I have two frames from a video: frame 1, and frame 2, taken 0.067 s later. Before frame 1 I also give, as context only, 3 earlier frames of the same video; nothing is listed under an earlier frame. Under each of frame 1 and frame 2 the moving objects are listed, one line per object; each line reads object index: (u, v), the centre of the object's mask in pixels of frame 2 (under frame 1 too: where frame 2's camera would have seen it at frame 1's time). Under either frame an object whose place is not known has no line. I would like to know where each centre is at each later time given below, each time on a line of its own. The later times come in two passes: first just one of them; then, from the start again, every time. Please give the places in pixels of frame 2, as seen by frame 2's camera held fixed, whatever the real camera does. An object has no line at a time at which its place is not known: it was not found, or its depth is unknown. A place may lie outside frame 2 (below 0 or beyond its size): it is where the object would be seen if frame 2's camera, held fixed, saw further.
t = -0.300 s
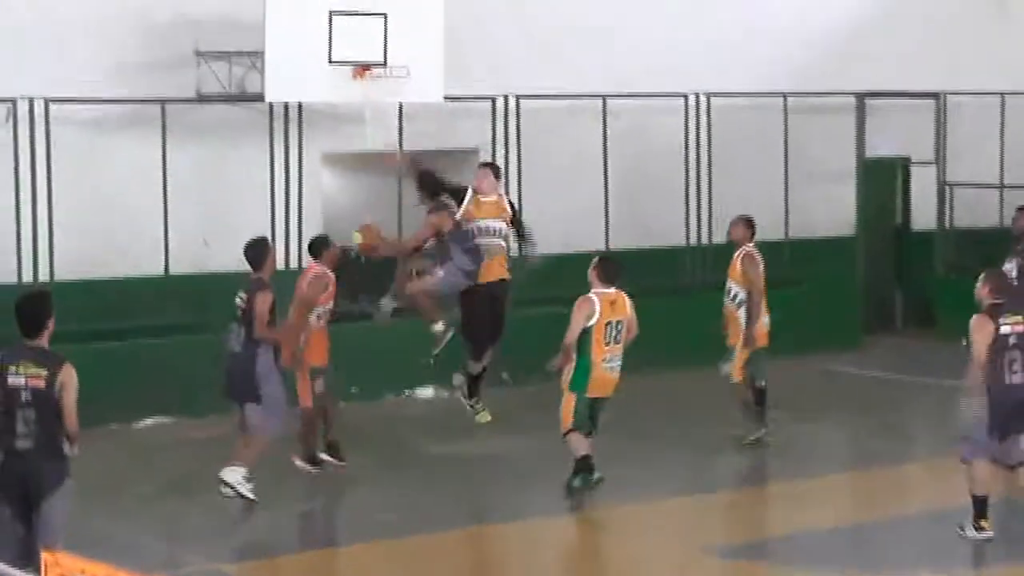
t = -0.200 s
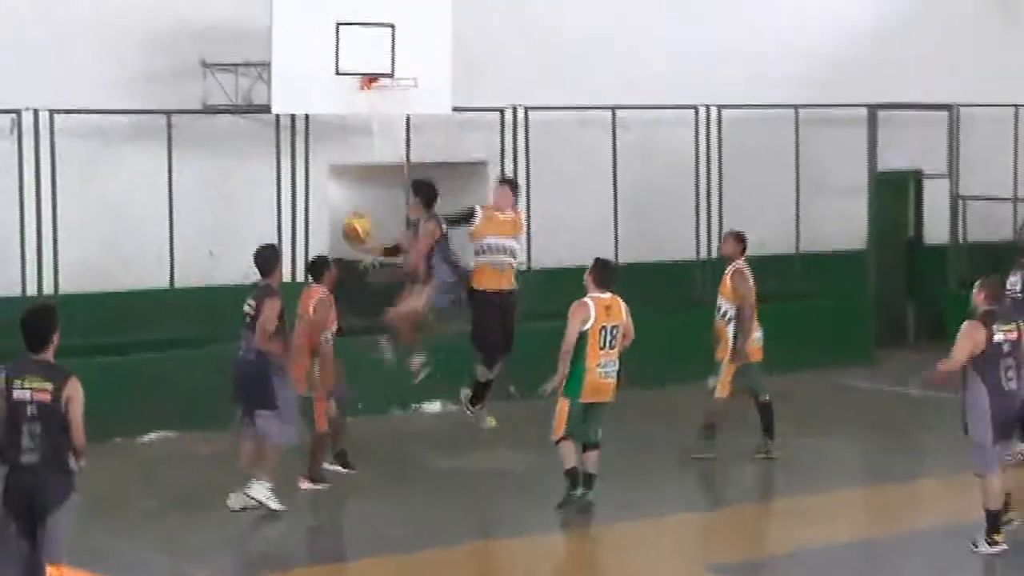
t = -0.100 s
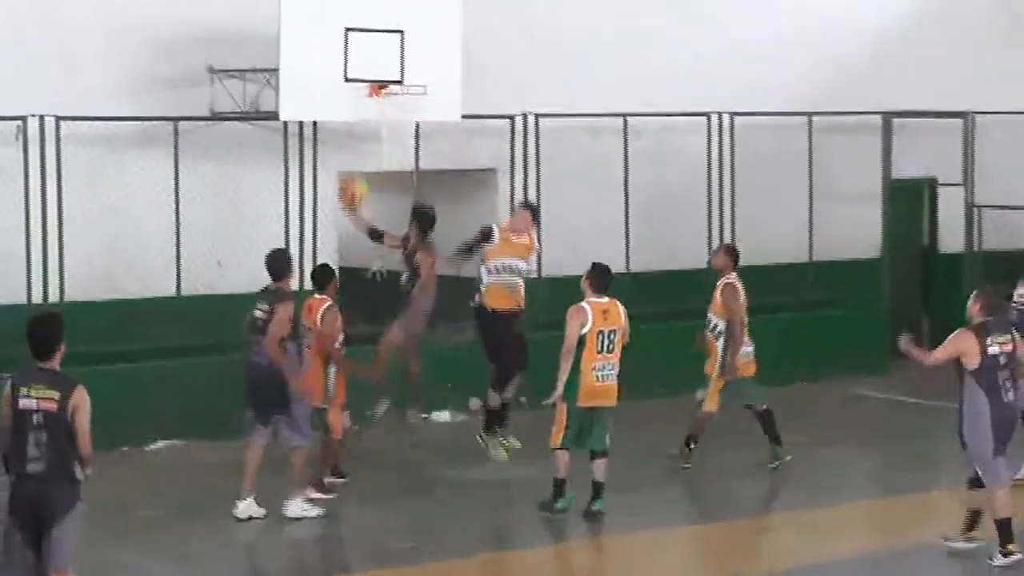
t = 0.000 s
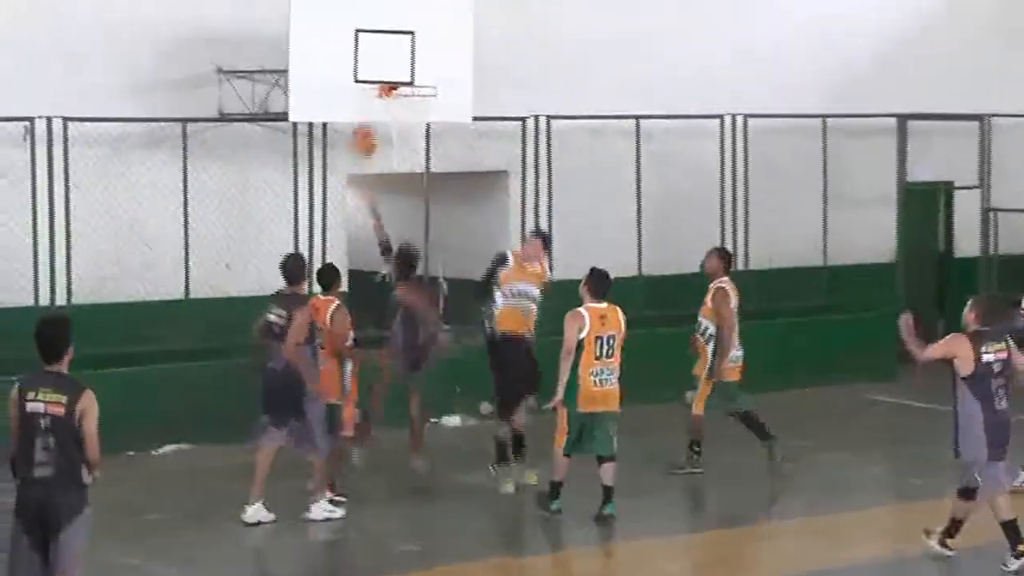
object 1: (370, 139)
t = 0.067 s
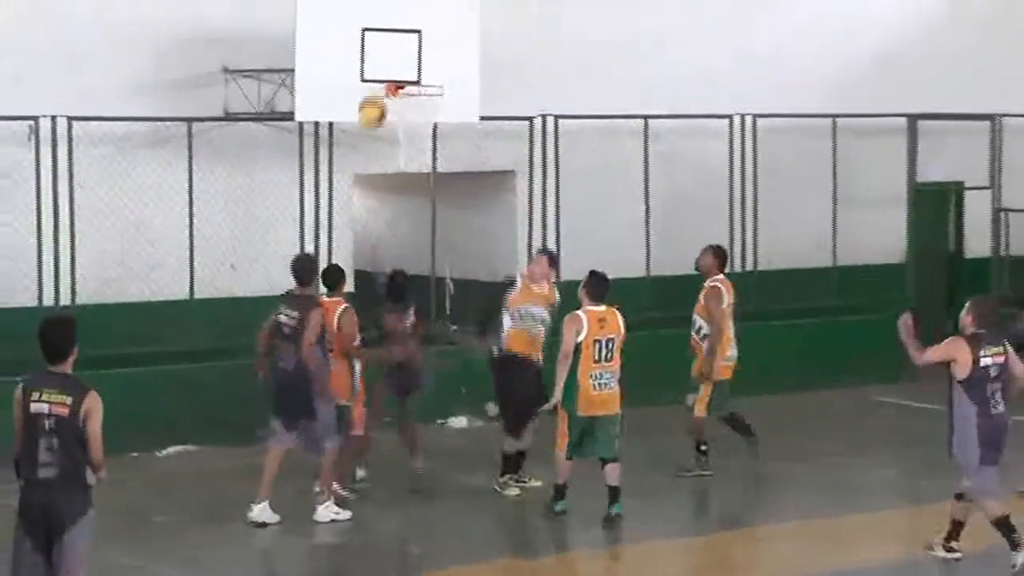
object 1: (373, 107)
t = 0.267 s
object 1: (378, 63)
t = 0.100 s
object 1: (373, 100)
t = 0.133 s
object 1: (373, 90)
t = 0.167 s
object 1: (375, 81)
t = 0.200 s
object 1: (376, 73)
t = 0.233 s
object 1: (378, 68)
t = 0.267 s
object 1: (378, 63)
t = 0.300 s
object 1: (379, 61)
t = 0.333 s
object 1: (380, 60)
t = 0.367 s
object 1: (380, 60)
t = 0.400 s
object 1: (386, 58)
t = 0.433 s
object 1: (397, 58)
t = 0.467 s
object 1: (404, 58)
